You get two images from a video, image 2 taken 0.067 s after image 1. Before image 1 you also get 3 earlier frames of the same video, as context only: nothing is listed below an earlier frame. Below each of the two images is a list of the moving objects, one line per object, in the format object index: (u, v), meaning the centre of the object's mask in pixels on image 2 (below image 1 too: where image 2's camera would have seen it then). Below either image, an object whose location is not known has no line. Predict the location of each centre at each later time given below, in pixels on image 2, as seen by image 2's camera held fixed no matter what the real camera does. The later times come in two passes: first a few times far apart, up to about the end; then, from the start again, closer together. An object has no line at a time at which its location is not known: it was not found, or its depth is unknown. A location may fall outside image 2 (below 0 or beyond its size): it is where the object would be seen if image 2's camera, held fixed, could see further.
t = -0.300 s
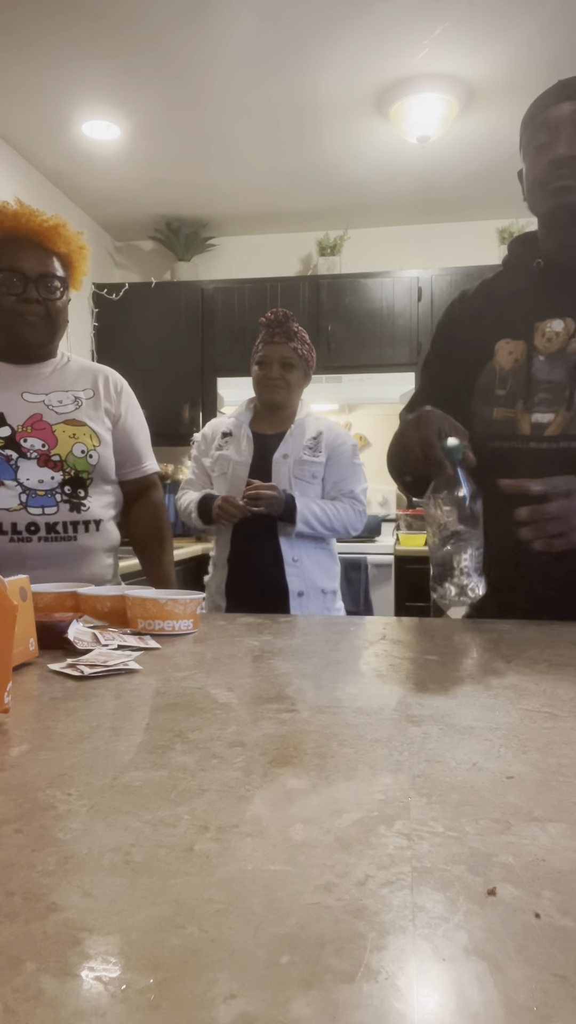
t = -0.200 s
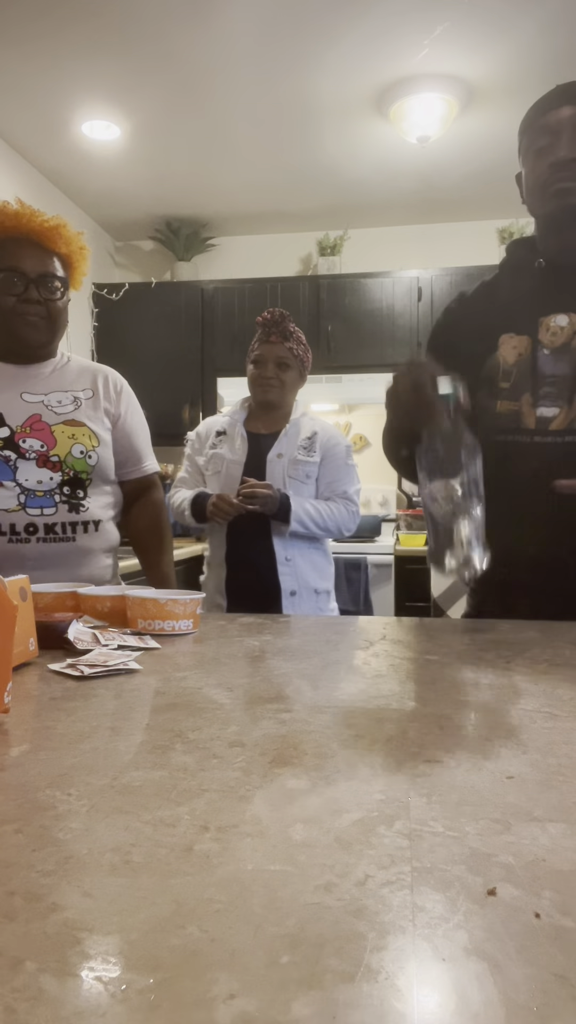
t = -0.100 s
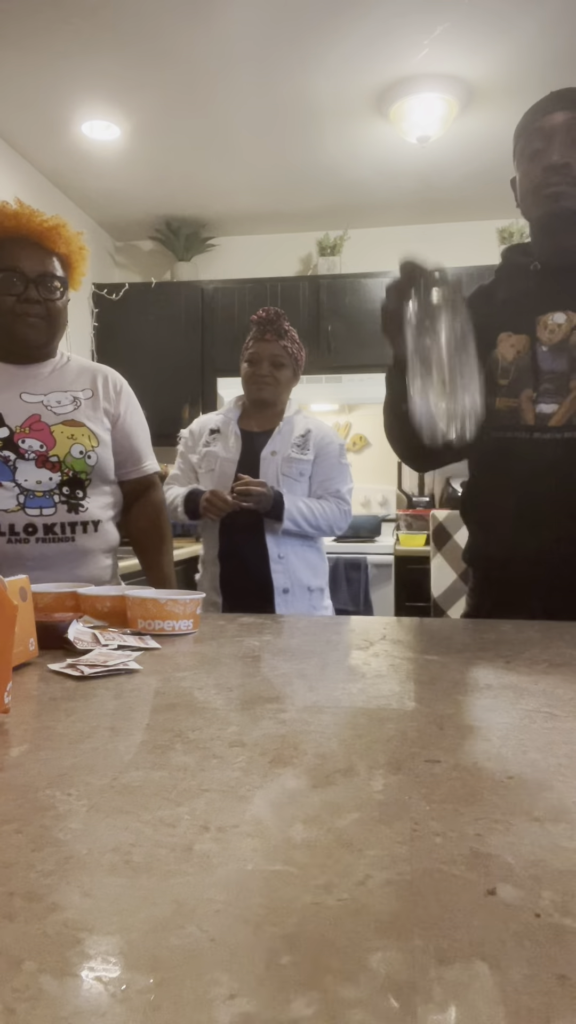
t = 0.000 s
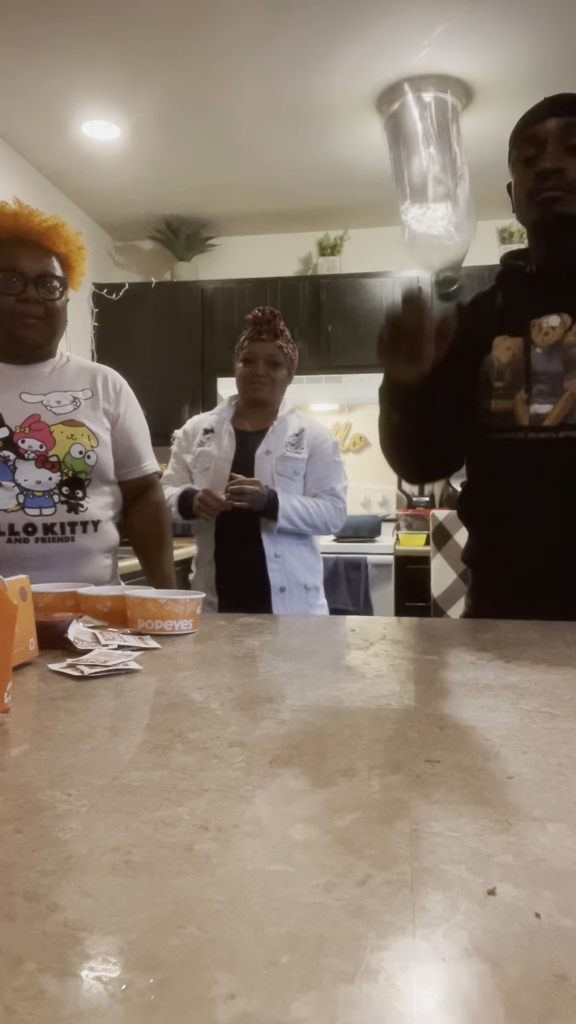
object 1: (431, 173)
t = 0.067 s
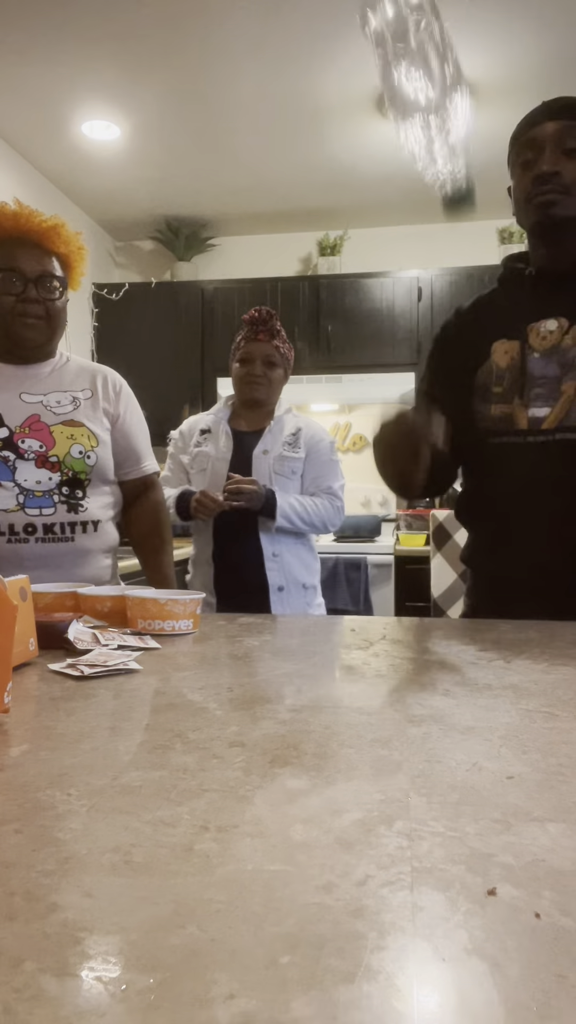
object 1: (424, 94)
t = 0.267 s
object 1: (366, 52)
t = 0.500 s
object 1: (284, 555)
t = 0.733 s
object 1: (145, 651)
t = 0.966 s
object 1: (151, 654)
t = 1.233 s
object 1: (158, 649)
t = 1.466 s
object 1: (155, 649)
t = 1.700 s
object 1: (156, 649)
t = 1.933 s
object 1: (158, 651)
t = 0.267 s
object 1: (366, 52)
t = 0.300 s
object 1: (357, 80)
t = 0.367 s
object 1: (335, 208)
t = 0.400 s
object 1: (326, 287)
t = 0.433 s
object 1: (316, 381)
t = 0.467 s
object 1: (309, 512)
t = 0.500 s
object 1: (284, 555)
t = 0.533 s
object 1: (262, 575)
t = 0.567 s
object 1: (238, 607)
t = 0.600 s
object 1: (200, 654)
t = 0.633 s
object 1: (169, 653)
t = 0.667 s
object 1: (150, 654)
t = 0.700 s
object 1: (150, 653)
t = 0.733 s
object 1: (145, 651)
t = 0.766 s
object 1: (140, 649)
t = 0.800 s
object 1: (140, 649)
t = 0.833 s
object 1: (142, 651)
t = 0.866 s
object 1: (146, 652)
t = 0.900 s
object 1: (148, 653)
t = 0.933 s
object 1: (150, 654)
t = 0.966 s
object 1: (151, 654)
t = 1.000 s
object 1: (152, 653)
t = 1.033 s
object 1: (154, 652)
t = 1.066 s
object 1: (157, 652)
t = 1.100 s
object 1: (158, 652)
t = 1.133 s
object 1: (157, 650)
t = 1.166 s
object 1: (158, 650)
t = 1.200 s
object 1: (158, 649)
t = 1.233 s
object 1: (158, 649)
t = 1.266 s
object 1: (158, 649)
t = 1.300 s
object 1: (157, 649)
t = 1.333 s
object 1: (156, 649)
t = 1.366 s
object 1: (155, 649)
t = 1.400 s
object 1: (154, 649)
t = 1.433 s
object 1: (154, 649)
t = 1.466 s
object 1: (155, 649)
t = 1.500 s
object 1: (155, 649)
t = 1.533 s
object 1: (155, 649)
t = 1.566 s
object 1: (154, 650)
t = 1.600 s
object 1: (154, 649)
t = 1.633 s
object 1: (155, 649)
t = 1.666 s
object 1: (156, 649)
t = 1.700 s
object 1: (156, 649)
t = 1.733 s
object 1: (157, 649)
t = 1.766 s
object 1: (157, 650)
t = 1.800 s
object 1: (158, 650)
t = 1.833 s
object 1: (158, 650)
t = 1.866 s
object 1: (158, 650)
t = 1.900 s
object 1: (158, 650)
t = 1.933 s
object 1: (158, 651)
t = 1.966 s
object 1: (157, 652)
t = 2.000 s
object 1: (157, 651)
